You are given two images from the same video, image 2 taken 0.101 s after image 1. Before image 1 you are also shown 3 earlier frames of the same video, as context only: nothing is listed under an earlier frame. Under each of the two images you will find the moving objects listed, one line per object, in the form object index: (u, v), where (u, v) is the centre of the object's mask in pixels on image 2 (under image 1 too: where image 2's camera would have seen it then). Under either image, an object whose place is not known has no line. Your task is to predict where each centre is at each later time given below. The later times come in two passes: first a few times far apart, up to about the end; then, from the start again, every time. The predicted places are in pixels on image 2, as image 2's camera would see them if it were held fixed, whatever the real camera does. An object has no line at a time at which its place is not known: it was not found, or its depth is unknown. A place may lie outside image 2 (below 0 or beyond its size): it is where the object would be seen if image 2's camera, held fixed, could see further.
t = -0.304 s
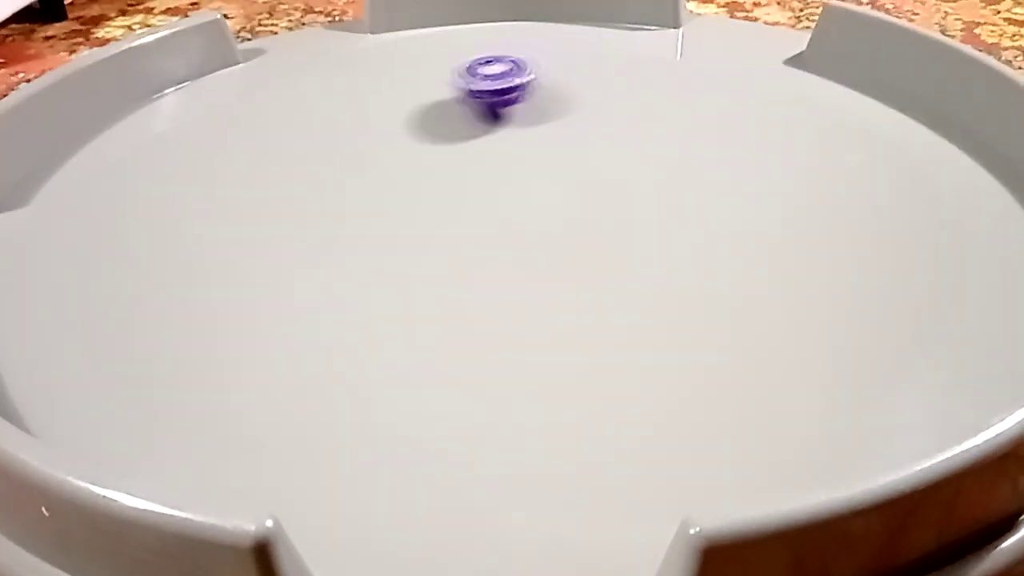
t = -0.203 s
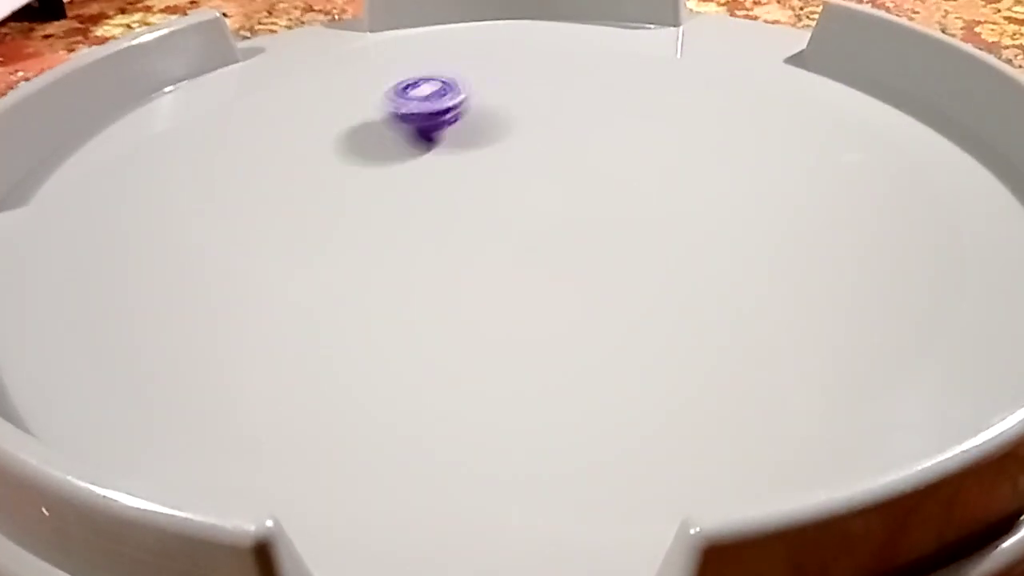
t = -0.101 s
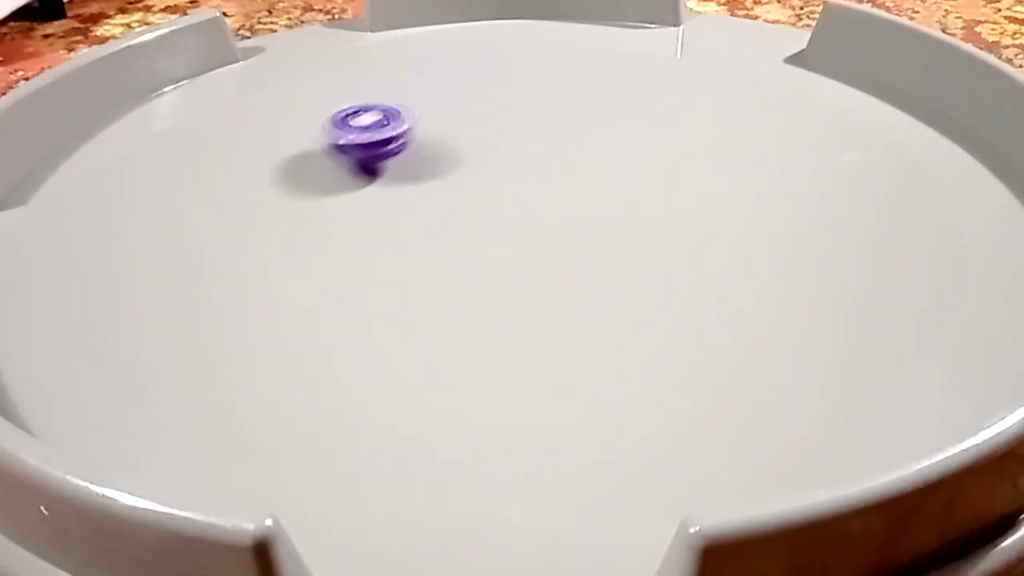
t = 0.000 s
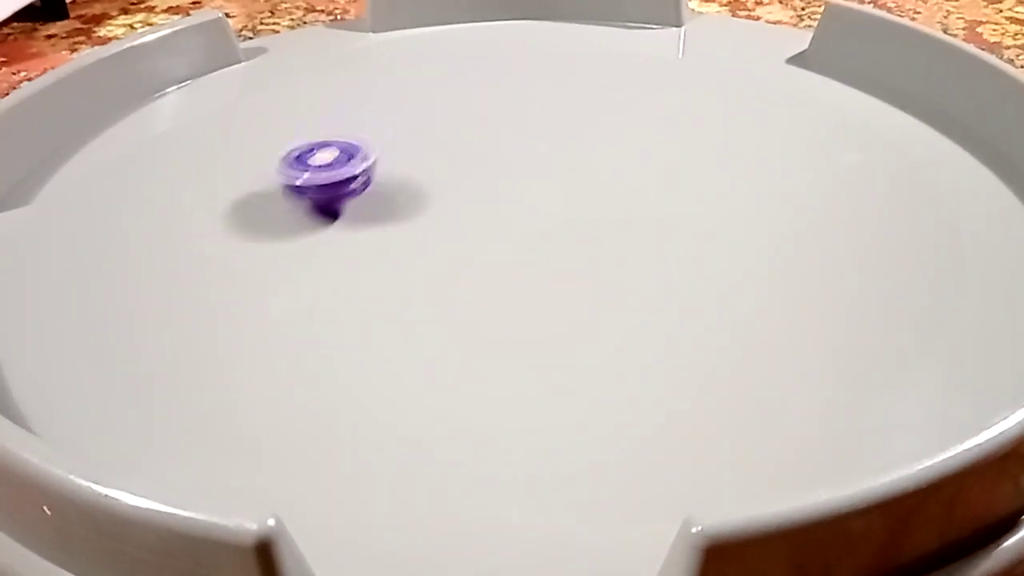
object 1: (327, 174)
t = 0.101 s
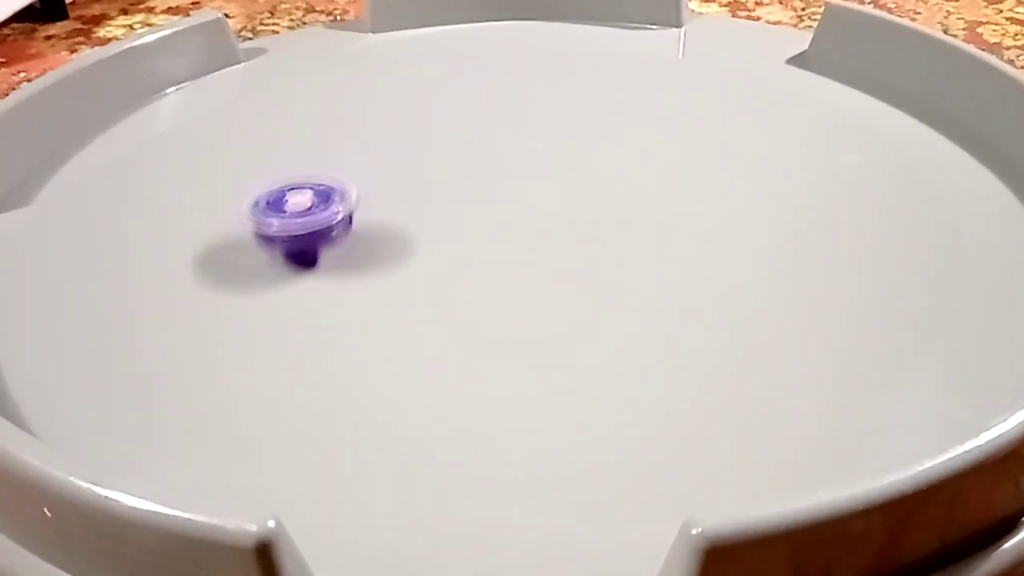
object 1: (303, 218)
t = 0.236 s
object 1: (307, 281)
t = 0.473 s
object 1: (480, 366)
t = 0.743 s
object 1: (785, 321)
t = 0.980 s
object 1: (820, 206)
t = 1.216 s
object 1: (708, 129)
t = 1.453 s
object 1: (555, 94)
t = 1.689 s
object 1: (391, 99)
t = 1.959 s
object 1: (250, 163)
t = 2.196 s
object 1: (270, 258)
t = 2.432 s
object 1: (461, 309)
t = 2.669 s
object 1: (692, 288)
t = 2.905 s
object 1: (822, 208)
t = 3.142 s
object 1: (790, 125)
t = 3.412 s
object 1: (633, 89)
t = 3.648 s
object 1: (482, 108)
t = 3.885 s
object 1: (361, 160)
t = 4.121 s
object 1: (291, 236)
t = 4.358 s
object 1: (336, 323)
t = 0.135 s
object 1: (299, 232)
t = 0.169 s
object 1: (298, 249)
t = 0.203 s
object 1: (302, 264)
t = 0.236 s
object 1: (307, 281)
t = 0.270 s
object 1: (318, 298)
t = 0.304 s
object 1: (333, 311)
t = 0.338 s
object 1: (353, 327)
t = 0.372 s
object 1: (378, 338)
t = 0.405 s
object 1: (408, 351)
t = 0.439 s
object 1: (443, 361)
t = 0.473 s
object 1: (480, 366)
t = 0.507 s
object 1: (522, 373)
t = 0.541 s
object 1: (562, 373)
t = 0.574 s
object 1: (605, 373)
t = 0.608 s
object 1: (648, 366)
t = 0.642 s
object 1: (689, 359)
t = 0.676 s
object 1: (726, 347)
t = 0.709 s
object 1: (758, 335)
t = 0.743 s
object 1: (785, 321)
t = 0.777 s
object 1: (805, 303)
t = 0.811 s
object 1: (822, 287)
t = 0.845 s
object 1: (831, 271)
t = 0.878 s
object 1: (835, 253)
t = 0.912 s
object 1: (833, 237)
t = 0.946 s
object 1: (829, 222)
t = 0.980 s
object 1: (820, 206)
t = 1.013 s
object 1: (810, 193)
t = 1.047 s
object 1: (796, 180)
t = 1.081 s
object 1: (781, 167)
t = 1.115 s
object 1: (765, 157)
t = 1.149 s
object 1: (747, 146)
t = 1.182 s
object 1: (728, 138)
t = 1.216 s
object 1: (708, 129)
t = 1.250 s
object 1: (687, 122)
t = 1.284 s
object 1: (666, 115)
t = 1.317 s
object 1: (646, 110)
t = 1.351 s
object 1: (623, 105)
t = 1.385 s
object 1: (600, 101)
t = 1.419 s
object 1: (577, 97)
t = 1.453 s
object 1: (555, 94)
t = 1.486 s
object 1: (530, 93)
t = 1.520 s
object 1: (508, 91)
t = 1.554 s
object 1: (483, 91)
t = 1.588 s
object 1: (460, 92)
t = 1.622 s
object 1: (436, 93)
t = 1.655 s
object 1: (413, 96)
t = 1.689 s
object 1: (391, 99)
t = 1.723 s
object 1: (367, 104)
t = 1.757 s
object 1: (348, 108)
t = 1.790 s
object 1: (326, 116)
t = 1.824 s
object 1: (308, 122)
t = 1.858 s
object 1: (292, 131)
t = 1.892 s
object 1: (275, 140)
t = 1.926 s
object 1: (261, 153)
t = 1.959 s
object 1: (250, 163)
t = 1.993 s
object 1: (241, 174)
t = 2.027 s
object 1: (237, 189)
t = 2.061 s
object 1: (237, 204)
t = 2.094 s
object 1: (240, 219)
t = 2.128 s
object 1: (246, 234)
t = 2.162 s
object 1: (254, 244)
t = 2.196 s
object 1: (270, 258)
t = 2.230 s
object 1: (292, 271)
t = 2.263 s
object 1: (314, 280)
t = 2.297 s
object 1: (340, 291)
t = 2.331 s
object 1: (371, 300)
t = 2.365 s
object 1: (396, 302)
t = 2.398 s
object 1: (427, 307)
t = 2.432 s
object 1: (461, 309)
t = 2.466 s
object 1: (498, 313)
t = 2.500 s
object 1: (531, 312)
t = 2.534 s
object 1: (567, 311)
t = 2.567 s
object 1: (600, 307)
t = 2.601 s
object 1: (633, 302)
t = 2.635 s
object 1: (664, 296)
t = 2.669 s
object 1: (692, 288)
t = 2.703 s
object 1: (722, 277)
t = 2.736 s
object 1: (744, 268)
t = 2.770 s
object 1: (767, 256)
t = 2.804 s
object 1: (787, 245)
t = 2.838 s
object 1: (801, 232)
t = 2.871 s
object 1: (813, 220)
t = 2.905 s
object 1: (822, 208)
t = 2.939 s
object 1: (827, 194)
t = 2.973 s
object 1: (827, 181)
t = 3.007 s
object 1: (827, 168)
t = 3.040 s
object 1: (821, 156)
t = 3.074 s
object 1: (813, 145)
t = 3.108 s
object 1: (804, 135)
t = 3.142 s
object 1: (790, 125)
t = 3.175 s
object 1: (776, 115)
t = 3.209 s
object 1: (759, 109)
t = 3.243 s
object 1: (738, 103)
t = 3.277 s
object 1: (720, 97)
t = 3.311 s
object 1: (699, 93)
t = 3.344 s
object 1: (676, 91)
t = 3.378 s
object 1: (656, 89)
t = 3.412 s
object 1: (633, 89)
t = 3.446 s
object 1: (610, 89)
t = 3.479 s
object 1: (587, 90)
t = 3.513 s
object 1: (566, 92)
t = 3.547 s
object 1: (545, 95)
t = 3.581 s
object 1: (524, 99)
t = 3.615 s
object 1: (504, 103)
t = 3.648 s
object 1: (482, 108)
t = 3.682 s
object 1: (463, 114)
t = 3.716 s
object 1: (445, 120)
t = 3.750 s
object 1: (425, 127)
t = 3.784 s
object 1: (408, 134)
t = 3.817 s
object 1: (391, 142)
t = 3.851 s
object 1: (374, 151)
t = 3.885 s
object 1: (361, 160)
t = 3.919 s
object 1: (345, 170)
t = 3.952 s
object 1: (332, 180)
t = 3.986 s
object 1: (321, 190)
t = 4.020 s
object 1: (311, 201)
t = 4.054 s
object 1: (303, 212)
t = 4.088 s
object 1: (295, 225)
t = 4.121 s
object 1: (291, 236)
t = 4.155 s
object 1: (288, 249)
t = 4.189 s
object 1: (286, 262)
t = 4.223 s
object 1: (289, 276)
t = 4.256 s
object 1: (296, 288)
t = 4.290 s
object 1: (304, 299)
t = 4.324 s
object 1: (319, 311)
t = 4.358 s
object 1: (336, 323)
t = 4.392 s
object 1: (358, 333)
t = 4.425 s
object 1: (384, 341)
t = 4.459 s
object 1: (411, 346)
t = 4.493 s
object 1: (440, 349)
